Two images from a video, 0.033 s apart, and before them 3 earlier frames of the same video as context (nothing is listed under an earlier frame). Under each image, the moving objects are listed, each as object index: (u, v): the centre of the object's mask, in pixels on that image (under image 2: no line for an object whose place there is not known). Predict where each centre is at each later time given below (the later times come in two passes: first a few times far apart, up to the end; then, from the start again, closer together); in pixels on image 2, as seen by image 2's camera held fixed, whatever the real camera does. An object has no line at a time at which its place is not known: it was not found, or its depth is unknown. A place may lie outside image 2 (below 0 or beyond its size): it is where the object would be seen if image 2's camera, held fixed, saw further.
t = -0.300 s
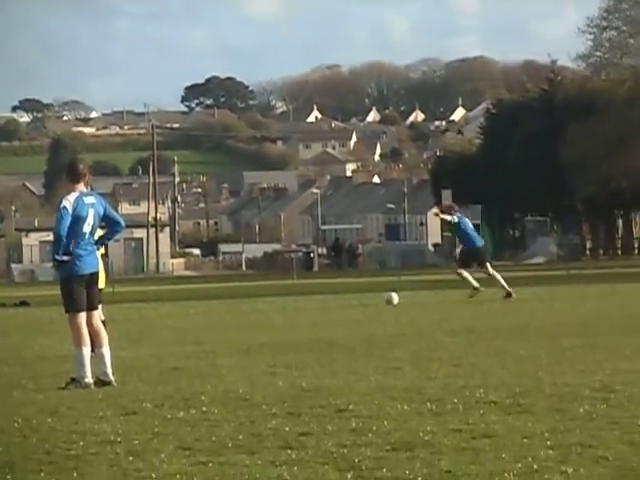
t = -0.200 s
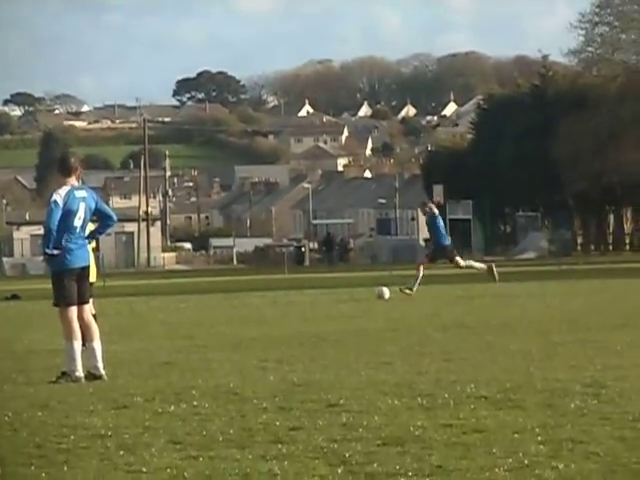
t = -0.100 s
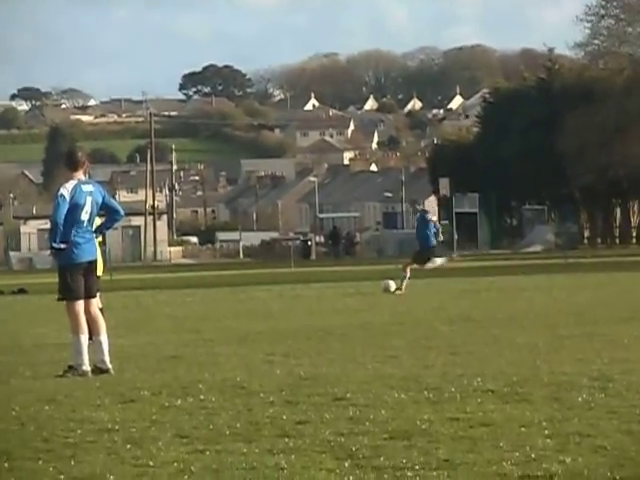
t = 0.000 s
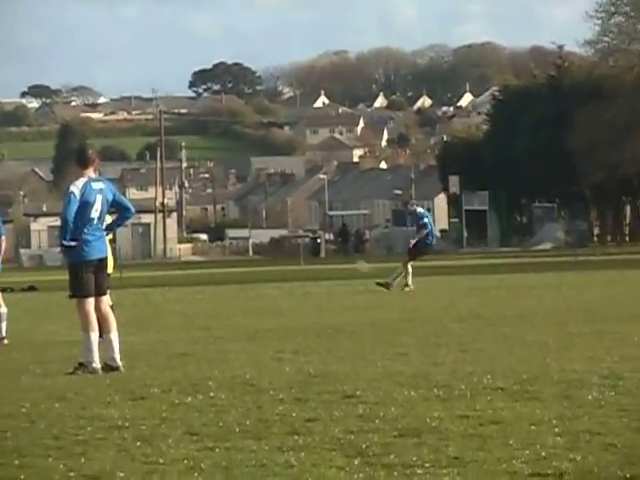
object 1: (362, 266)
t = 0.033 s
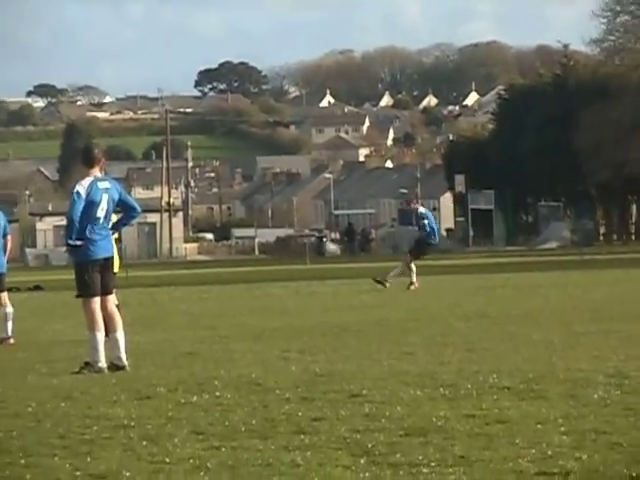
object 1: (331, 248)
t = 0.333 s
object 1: (-19, 94)
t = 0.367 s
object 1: (-58, 78)
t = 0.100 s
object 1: (257, 212)
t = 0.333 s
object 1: (-19, 94)
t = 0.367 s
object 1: (-58, 78)
